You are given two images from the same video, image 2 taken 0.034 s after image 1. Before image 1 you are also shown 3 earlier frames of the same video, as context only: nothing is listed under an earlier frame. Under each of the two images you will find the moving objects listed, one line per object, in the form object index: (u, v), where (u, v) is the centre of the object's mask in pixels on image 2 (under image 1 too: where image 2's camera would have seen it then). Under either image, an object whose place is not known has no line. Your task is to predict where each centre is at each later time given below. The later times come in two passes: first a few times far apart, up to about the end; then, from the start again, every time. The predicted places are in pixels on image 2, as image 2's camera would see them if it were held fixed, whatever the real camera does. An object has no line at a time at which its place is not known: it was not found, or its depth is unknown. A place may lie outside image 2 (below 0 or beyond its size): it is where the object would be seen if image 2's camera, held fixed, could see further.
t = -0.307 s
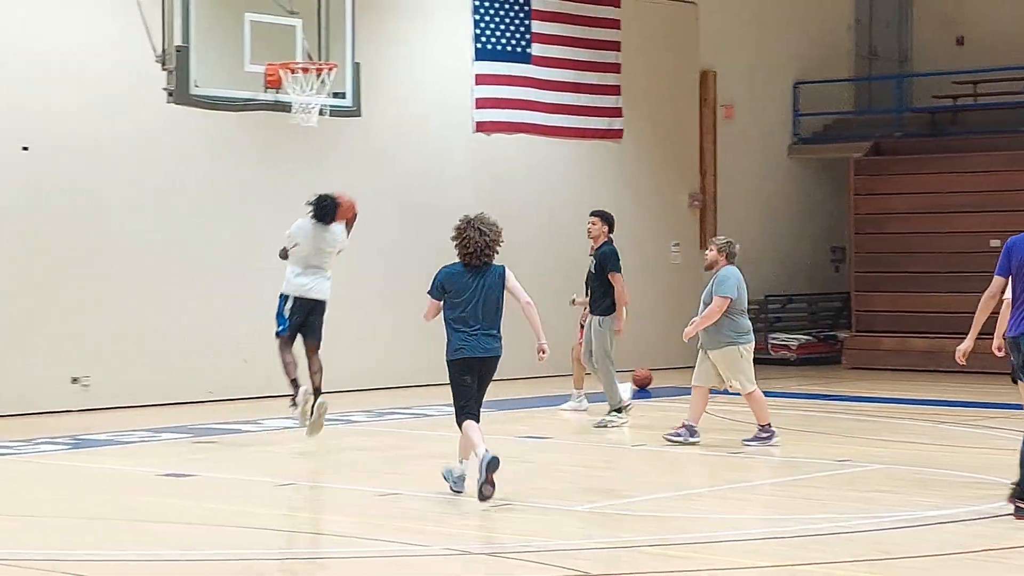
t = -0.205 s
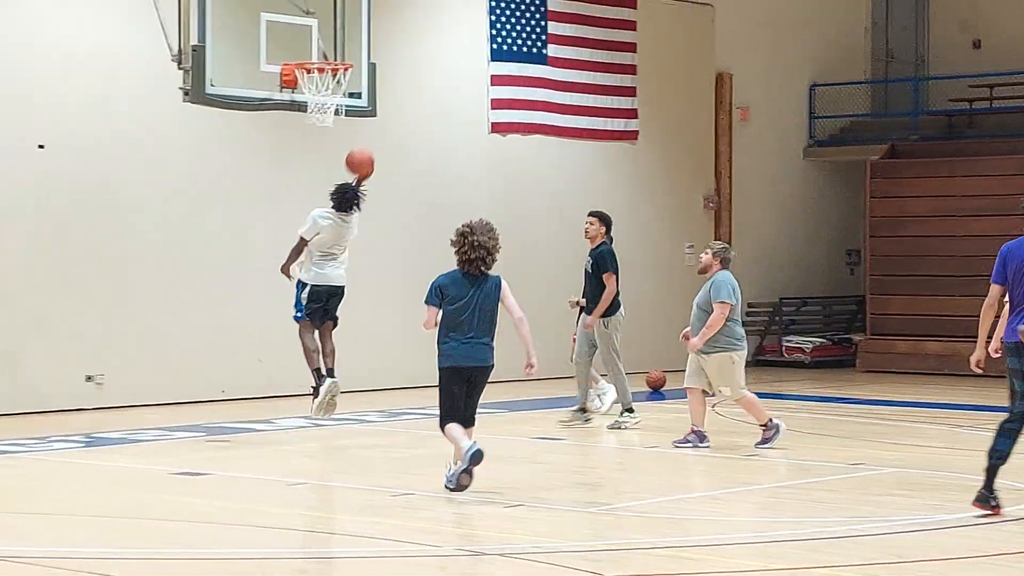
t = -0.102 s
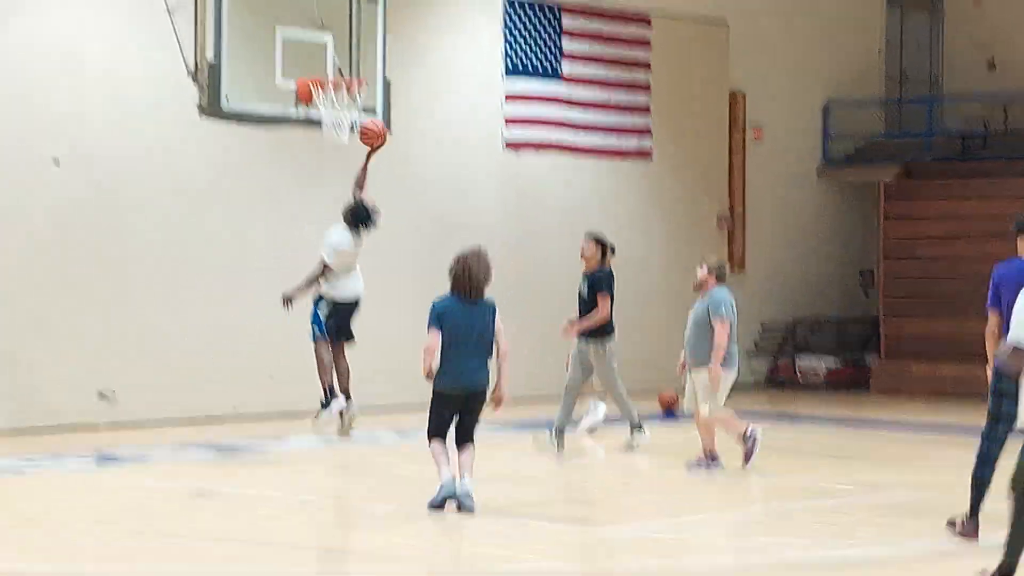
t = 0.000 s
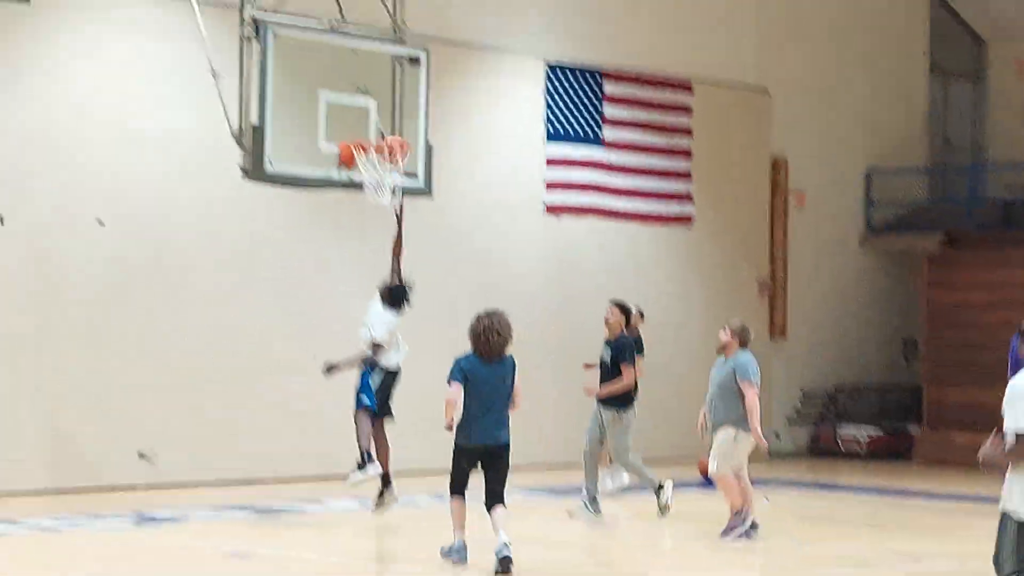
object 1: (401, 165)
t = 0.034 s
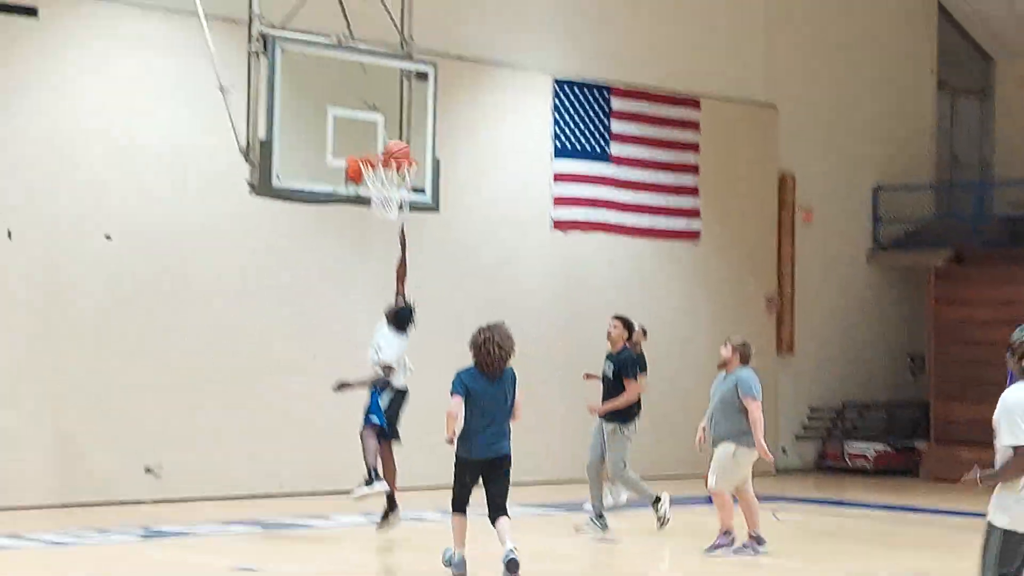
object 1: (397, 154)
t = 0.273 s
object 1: (399, 147)
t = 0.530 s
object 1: (406, 187)
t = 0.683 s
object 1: (404, 211)
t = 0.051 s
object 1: (396, 153)
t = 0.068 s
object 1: (397, 147)
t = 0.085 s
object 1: (397, 145)
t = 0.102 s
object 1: (397, 144)
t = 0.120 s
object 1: (397, 144)
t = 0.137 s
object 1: (398, 144)
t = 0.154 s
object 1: (398, 144)
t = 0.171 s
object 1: (398, 143)
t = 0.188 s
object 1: (398, 144)
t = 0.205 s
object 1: (398, 144)
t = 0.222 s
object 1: (398, 144)
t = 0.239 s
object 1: (399, 145)
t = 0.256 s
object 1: (399, 146)
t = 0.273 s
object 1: (399, 147)
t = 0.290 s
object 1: (399, 148)
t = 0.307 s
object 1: (400, 150)
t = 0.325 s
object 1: (400, 156)
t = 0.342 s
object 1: (401, 161)
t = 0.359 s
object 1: (400, 166)
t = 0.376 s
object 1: (400, 171)
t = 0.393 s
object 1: (401, 174)
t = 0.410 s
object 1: (402, 177)
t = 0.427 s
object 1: (402, 178)
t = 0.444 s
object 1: (403, 180)
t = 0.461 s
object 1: (404, 181)
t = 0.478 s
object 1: (406, 182)
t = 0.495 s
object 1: (407, 182)
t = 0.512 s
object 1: (407, 185)
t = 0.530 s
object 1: (406, 187)
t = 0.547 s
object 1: (407, 187)
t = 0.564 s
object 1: (407, 189)
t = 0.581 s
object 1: (407, 191)
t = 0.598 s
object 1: (406, 194)
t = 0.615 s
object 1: (406, 198)
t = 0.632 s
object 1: (405, 200)
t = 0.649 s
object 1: (405, 202)
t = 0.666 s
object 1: (405, 208)
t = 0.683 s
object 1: (404, 211)
